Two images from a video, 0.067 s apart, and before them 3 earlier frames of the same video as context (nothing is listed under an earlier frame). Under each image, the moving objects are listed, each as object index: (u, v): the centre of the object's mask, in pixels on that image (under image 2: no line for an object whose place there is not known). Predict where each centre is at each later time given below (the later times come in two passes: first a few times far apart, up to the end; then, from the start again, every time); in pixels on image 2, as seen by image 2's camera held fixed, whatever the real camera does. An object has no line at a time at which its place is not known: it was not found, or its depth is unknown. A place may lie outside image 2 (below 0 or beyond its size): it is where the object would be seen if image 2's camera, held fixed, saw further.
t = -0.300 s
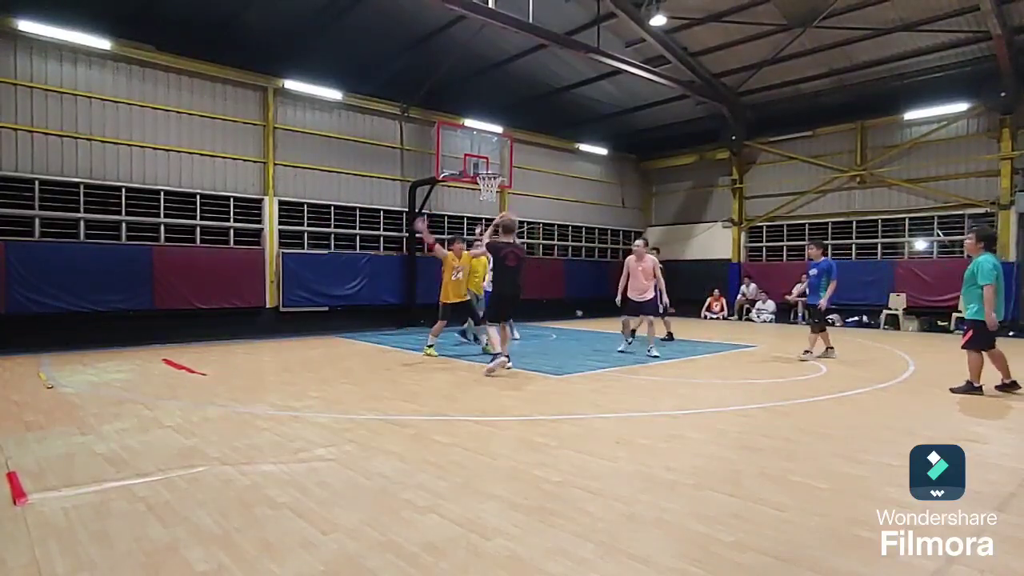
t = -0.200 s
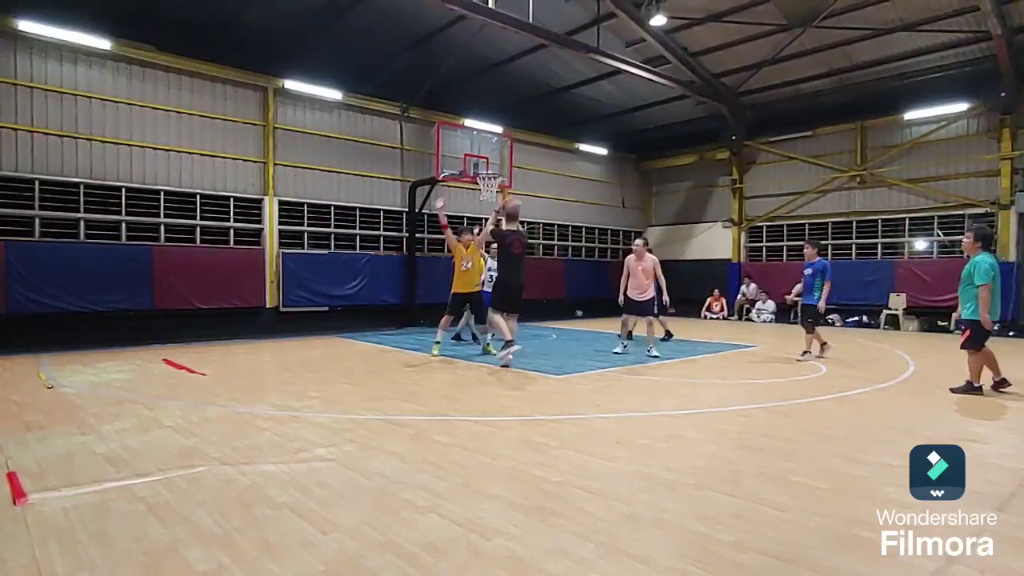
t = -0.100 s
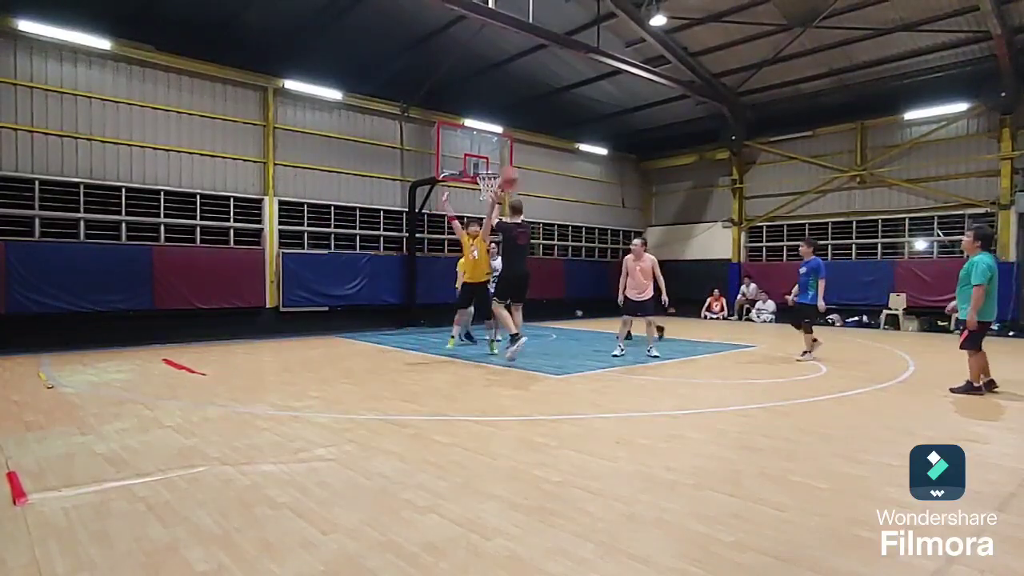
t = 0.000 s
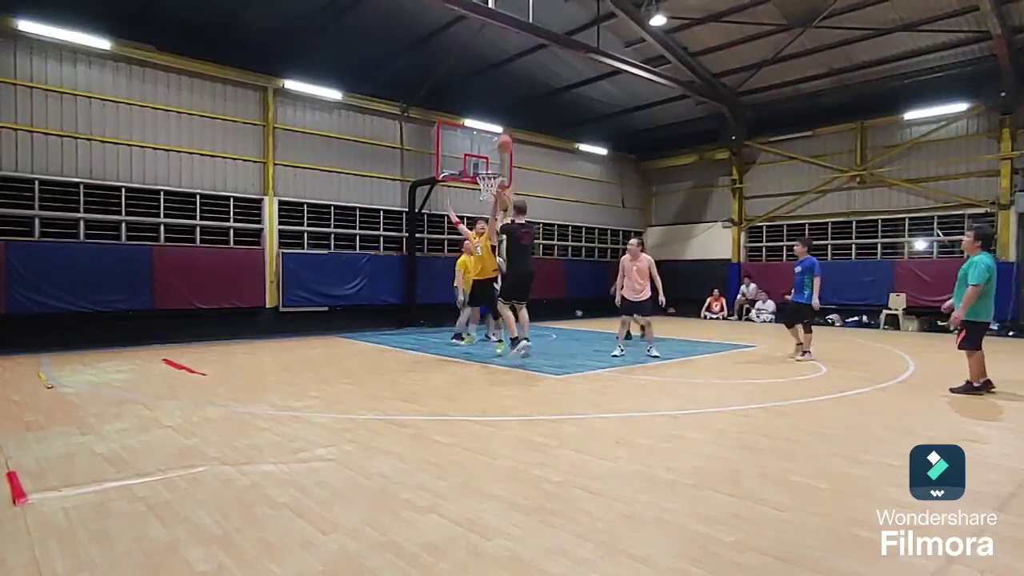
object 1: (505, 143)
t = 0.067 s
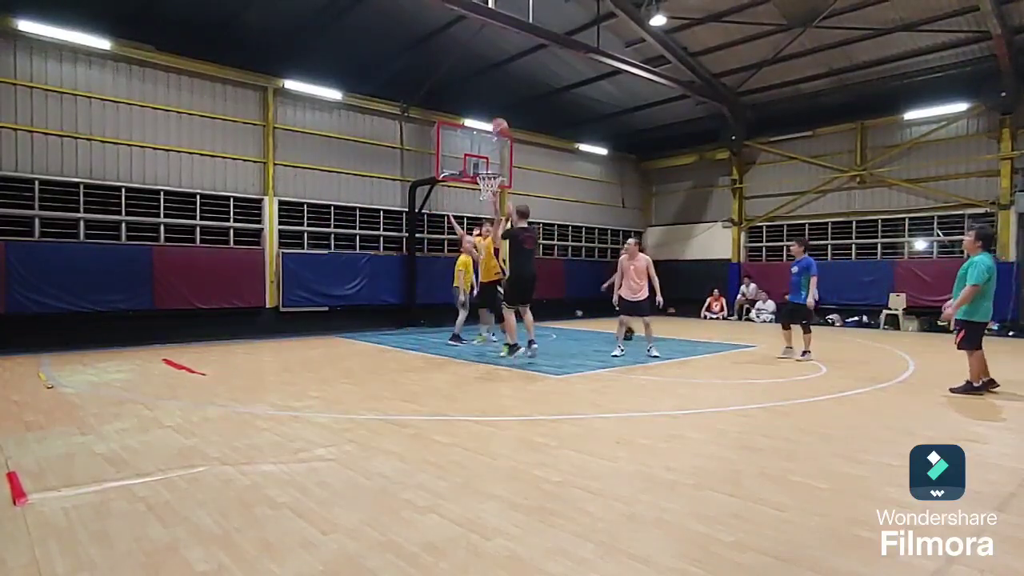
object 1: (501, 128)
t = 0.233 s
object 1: (490, 104)
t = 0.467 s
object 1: (479, 103)
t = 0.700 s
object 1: (471, 132)
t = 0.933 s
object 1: (464, 183)
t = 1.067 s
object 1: (465, 218)
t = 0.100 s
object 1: (498, 120)
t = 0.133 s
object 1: (496, 116)
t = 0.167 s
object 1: (494, 111)
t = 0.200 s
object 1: (492, 107)
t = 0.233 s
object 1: (490, 104)
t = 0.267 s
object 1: (489, 102)
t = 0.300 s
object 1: (487, 100)
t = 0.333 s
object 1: (485, 99)
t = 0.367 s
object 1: (484, 99)
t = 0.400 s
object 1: (482, 99)
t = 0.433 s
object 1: (481, 100)
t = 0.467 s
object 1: (479, 103)
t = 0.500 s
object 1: (478, 105)
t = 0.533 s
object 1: (477, 108)
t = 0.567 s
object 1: (476, 110)
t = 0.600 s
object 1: (474, 113)
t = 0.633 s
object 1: (473, 119)
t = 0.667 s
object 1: (471, 123)
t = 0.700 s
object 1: (471, 132)
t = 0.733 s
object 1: (469, 137)
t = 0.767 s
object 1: (468, 144)
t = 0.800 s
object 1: (467, 151)
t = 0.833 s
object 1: (466, 159)
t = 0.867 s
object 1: (465, 166)
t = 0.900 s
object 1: (464, 173)
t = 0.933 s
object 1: (464, 183)
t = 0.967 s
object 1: (463, 193)
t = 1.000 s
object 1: (463, 199)
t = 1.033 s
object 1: (465, 208)
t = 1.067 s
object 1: (465, 218)
